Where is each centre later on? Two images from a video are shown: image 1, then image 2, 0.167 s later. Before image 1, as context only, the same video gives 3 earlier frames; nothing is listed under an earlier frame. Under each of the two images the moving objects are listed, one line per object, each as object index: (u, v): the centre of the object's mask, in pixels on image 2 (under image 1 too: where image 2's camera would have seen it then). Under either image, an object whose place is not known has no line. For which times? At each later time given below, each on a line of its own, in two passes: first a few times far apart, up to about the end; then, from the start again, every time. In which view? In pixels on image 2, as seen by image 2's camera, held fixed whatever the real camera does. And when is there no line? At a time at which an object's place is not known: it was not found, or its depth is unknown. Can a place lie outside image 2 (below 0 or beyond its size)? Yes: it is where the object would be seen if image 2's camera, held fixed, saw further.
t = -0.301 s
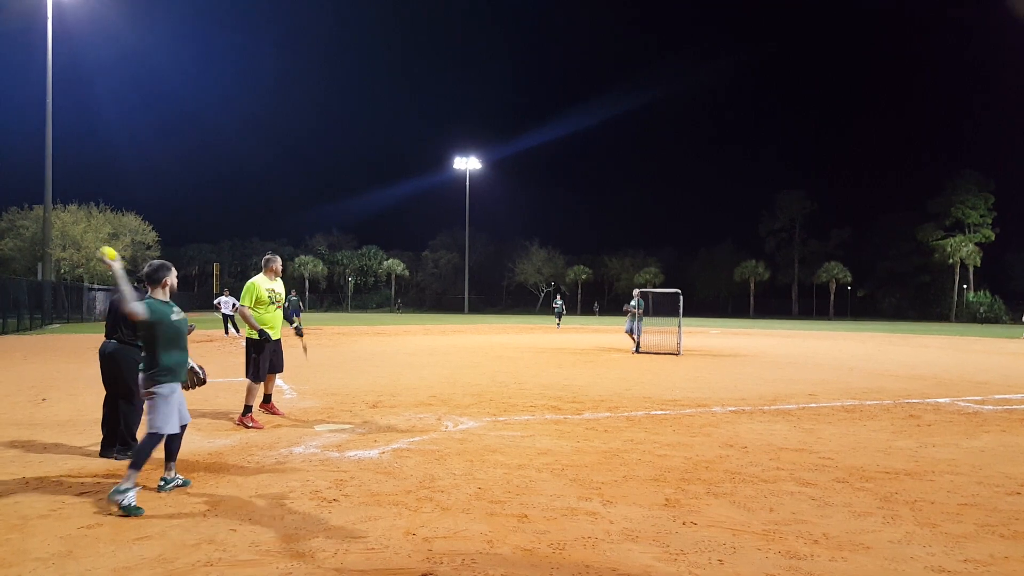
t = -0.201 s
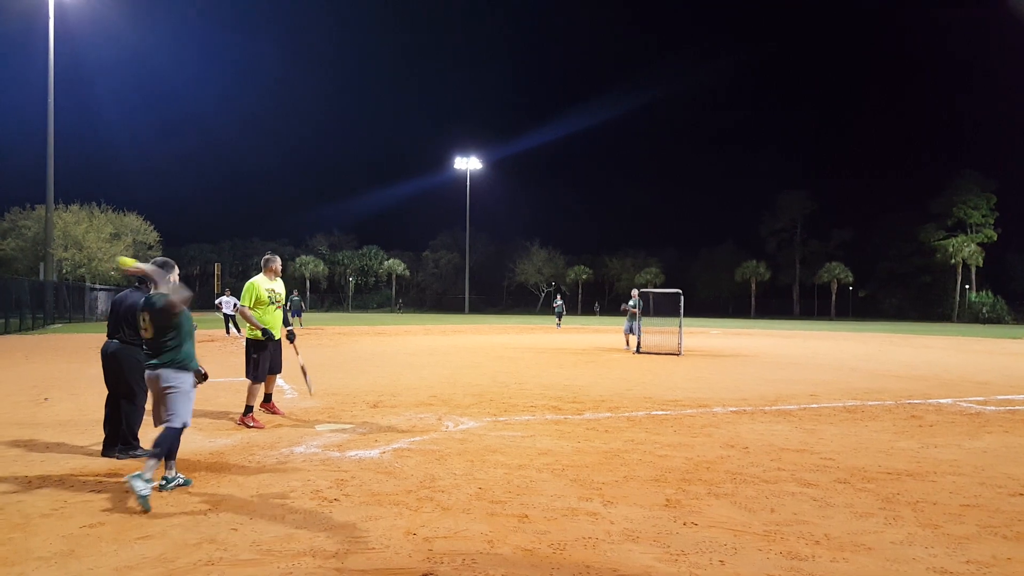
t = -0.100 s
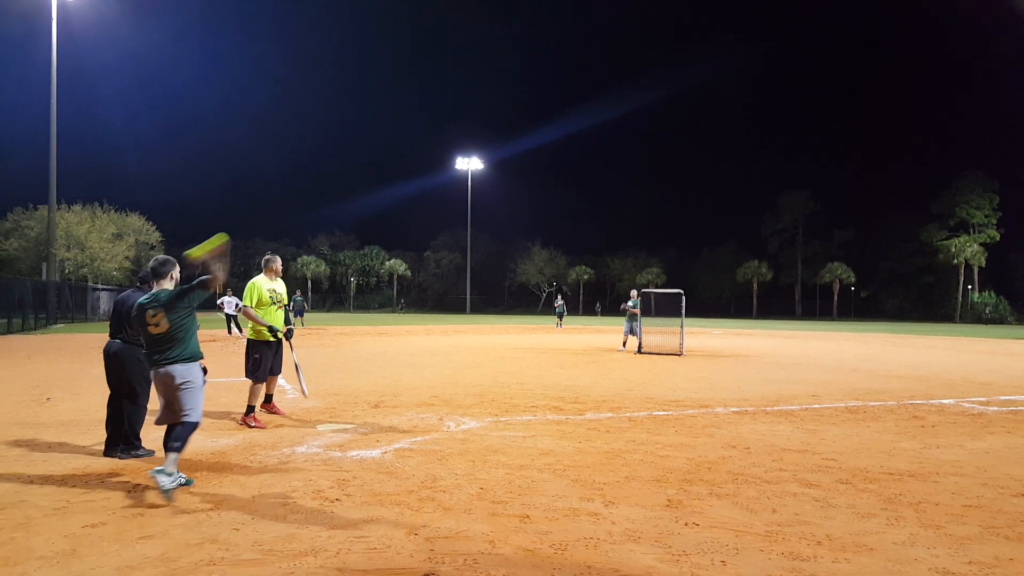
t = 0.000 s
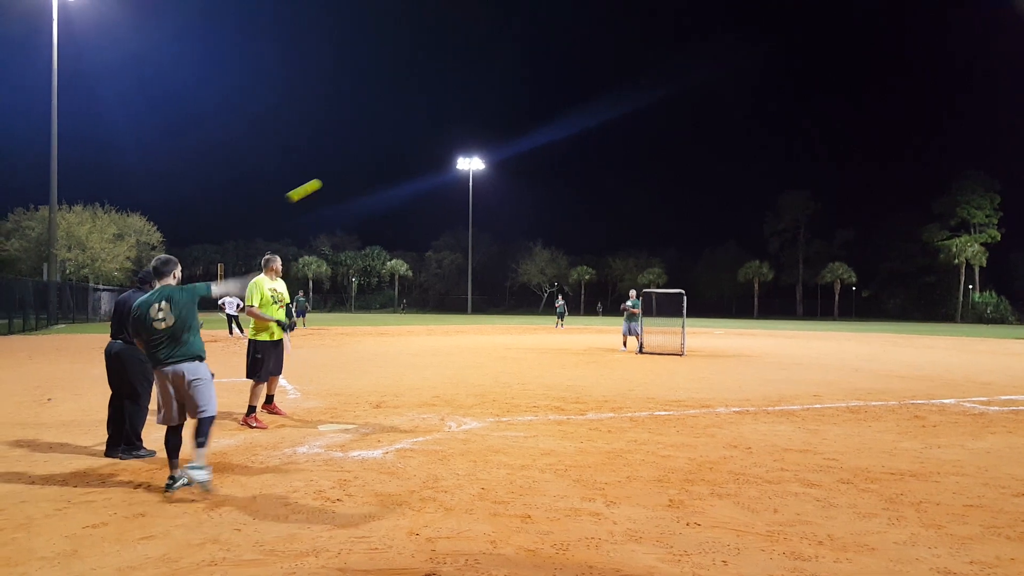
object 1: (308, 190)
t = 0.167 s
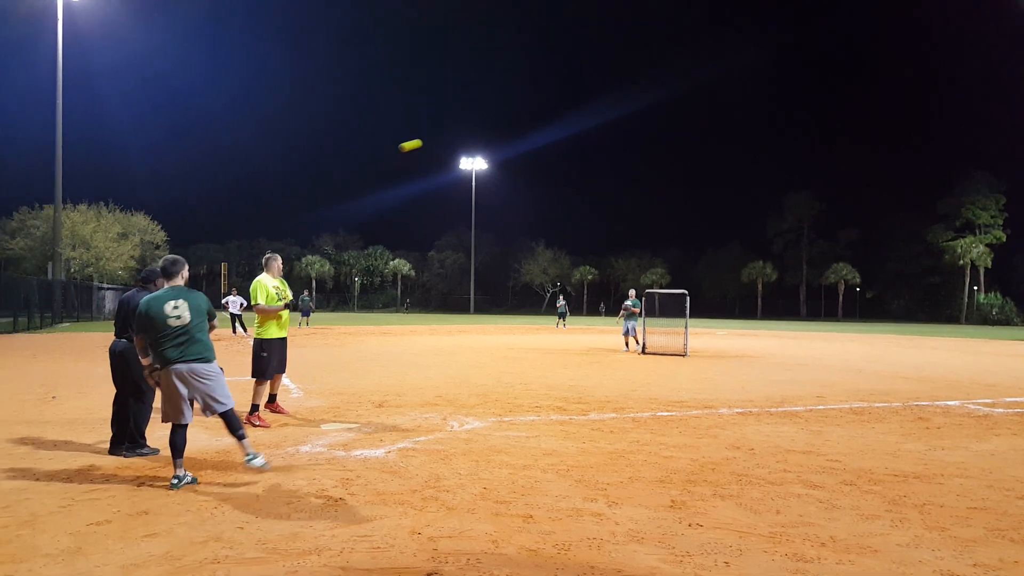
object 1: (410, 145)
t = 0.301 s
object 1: (465, 136)
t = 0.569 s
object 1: (533, 154)
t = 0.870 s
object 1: (576, 205)
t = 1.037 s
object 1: (592, 240)
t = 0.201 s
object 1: (425, 142)
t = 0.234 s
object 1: (440, 139)
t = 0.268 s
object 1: (453, 137)
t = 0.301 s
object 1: (465, 136)
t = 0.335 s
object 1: (476, 136)
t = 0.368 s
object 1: (486, 137)
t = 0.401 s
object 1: (496, 139)
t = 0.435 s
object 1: (505, 141)
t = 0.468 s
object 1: (513, 143)
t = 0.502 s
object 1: (520, 147)
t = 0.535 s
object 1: (526, 150)
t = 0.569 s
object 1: (533, 154)
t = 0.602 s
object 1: (539, 159)
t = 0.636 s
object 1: (544, 164)
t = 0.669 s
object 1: (550, 168)
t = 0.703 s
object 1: (555, 174)
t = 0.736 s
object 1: (560, 180)
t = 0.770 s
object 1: (564, 186)
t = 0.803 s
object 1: (569, 192)
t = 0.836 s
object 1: (572, 198)
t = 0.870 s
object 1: (576, 205)
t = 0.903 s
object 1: (580, 211)
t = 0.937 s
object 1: (583, 218)
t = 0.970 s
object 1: (586, 225)
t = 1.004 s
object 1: (589, 232)
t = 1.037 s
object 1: (592, 240)
